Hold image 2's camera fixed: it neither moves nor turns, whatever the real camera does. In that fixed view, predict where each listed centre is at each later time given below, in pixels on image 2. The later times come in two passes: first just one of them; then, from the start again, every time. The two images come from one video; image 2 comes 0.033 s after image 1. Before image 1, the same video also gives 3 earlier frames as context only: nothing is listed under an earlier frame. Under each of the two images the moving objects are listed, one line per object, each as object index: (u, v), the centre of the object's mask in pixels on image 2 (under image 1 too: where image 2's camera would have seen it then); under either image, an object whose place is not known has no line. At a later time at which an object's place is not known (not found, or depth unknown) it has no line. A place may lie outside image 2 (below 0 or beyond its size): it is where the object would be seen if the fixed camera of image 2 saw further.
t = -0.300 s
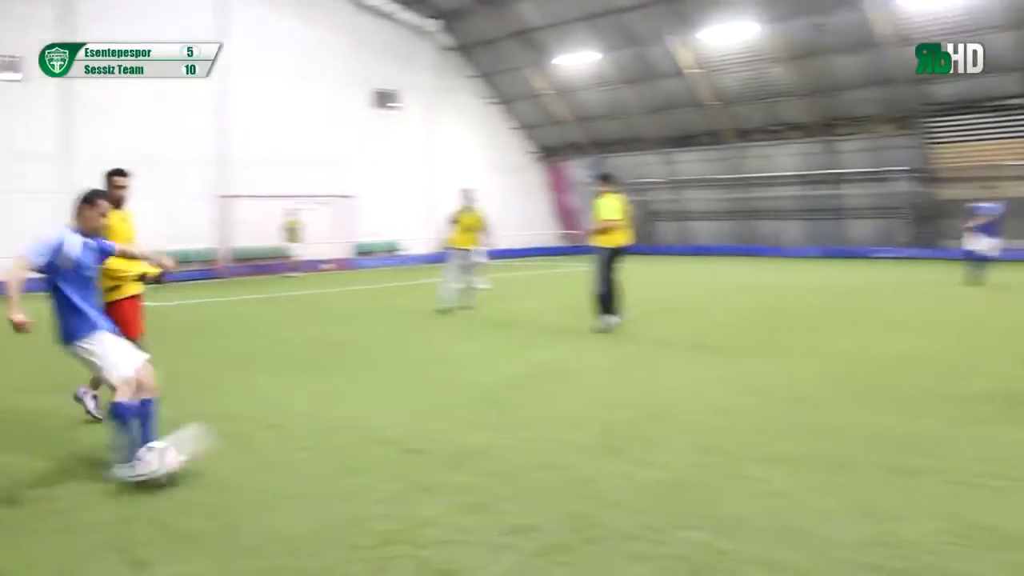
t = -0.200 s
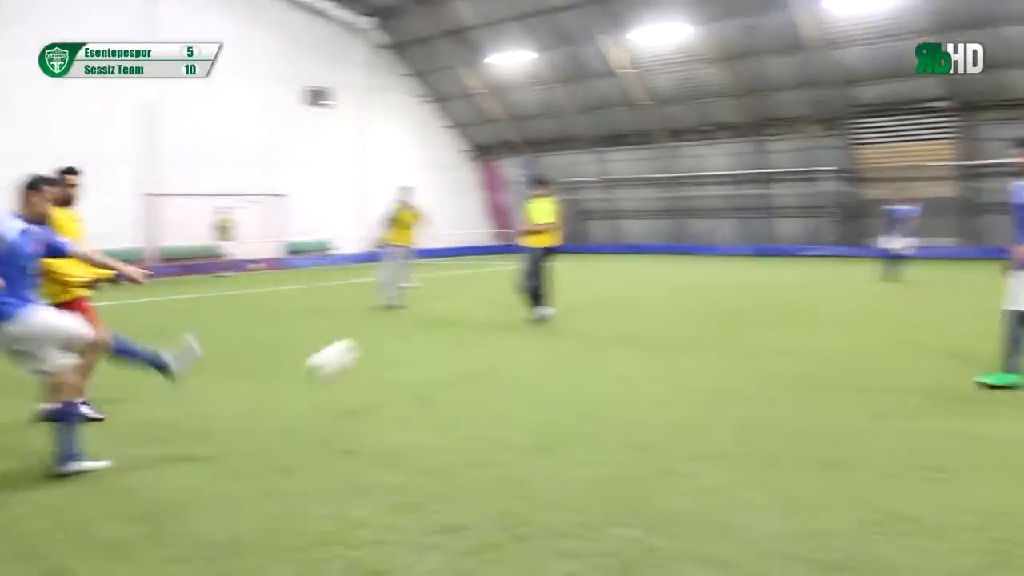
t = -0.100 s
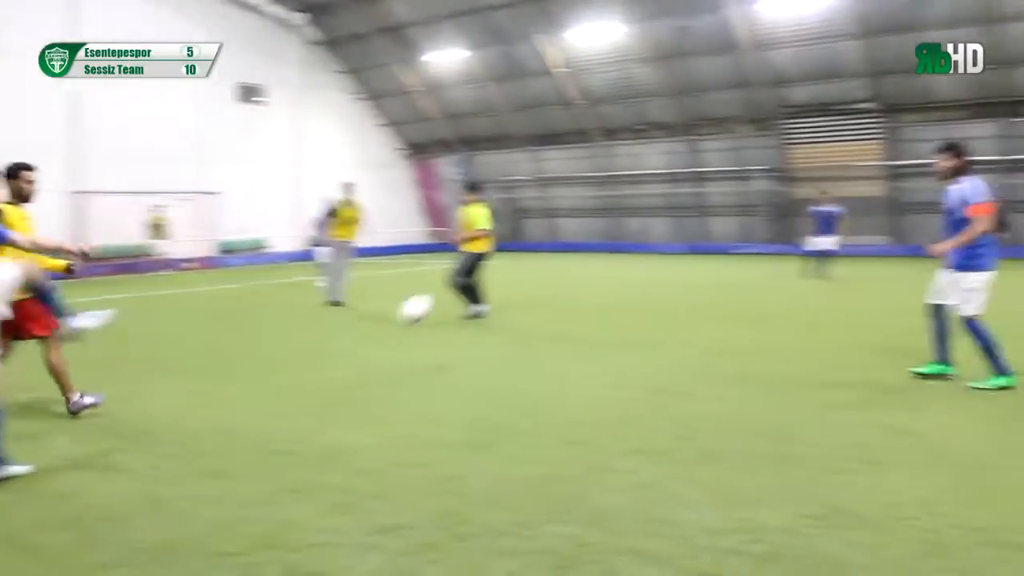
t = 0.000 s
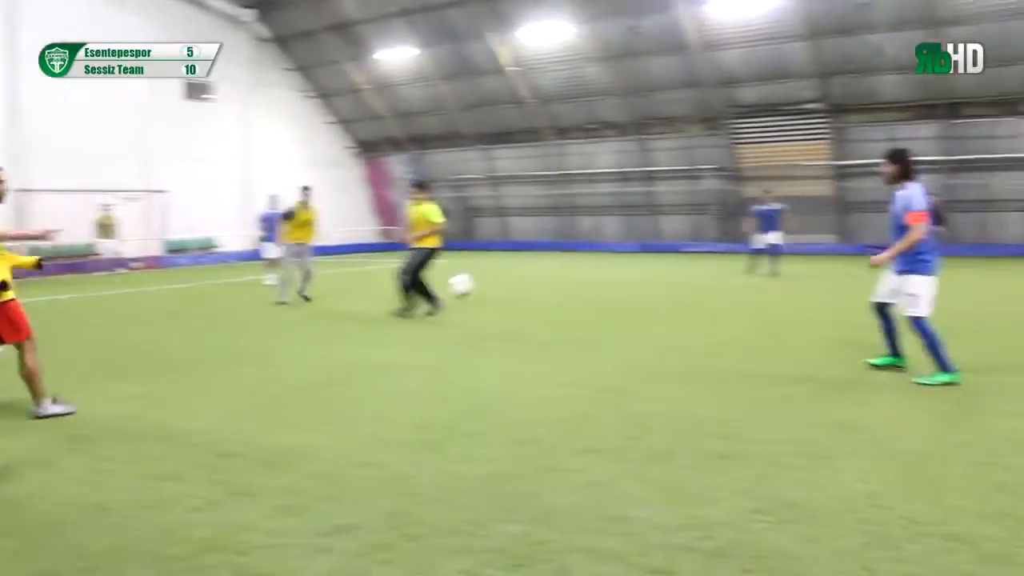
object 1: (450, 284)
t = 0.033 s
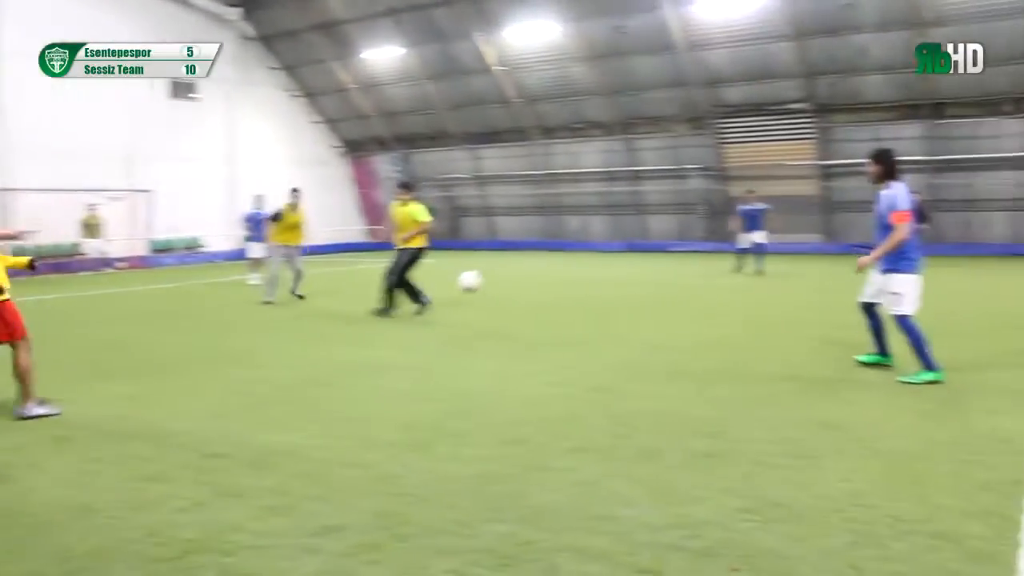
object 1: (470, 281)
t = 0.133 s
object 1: (520, 278)
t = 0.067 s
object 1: (488, 278)
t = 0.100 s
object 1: (505, 278)
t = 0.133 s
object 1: (520, 278)
